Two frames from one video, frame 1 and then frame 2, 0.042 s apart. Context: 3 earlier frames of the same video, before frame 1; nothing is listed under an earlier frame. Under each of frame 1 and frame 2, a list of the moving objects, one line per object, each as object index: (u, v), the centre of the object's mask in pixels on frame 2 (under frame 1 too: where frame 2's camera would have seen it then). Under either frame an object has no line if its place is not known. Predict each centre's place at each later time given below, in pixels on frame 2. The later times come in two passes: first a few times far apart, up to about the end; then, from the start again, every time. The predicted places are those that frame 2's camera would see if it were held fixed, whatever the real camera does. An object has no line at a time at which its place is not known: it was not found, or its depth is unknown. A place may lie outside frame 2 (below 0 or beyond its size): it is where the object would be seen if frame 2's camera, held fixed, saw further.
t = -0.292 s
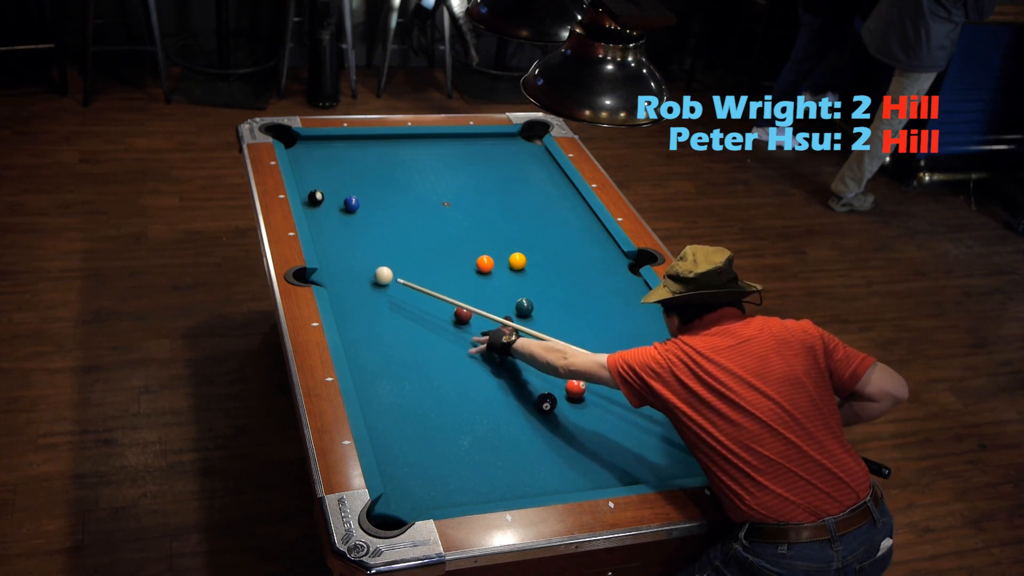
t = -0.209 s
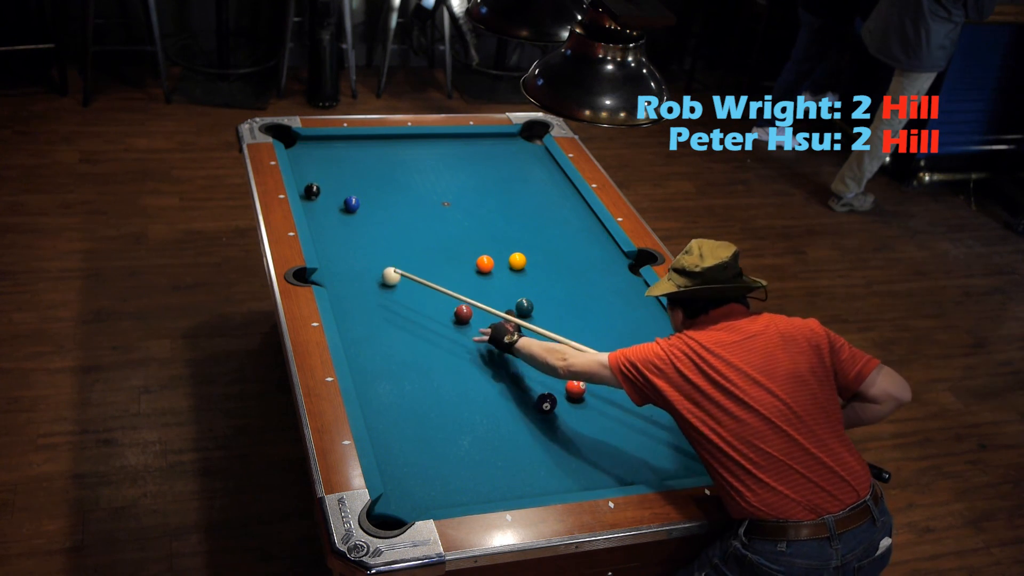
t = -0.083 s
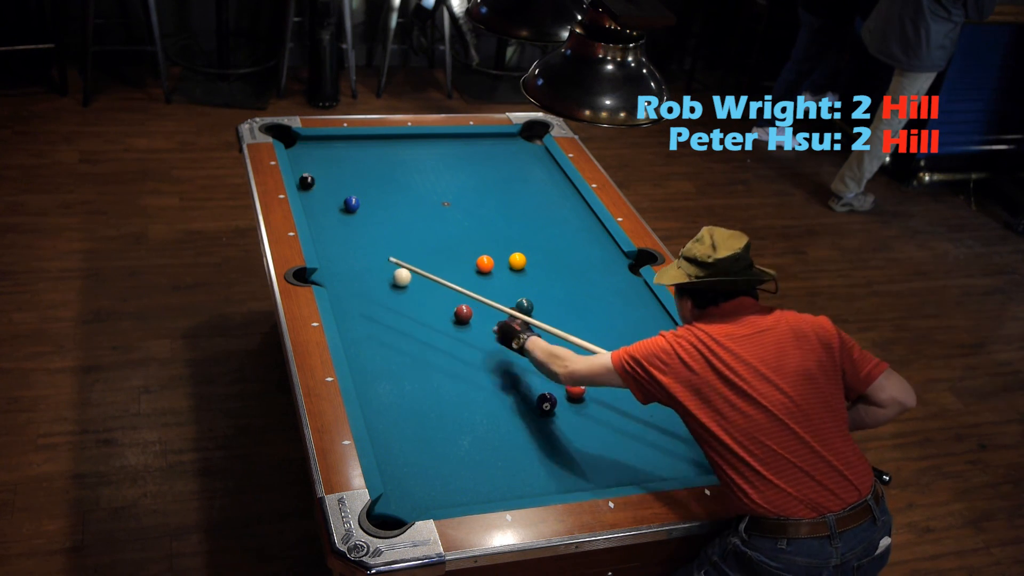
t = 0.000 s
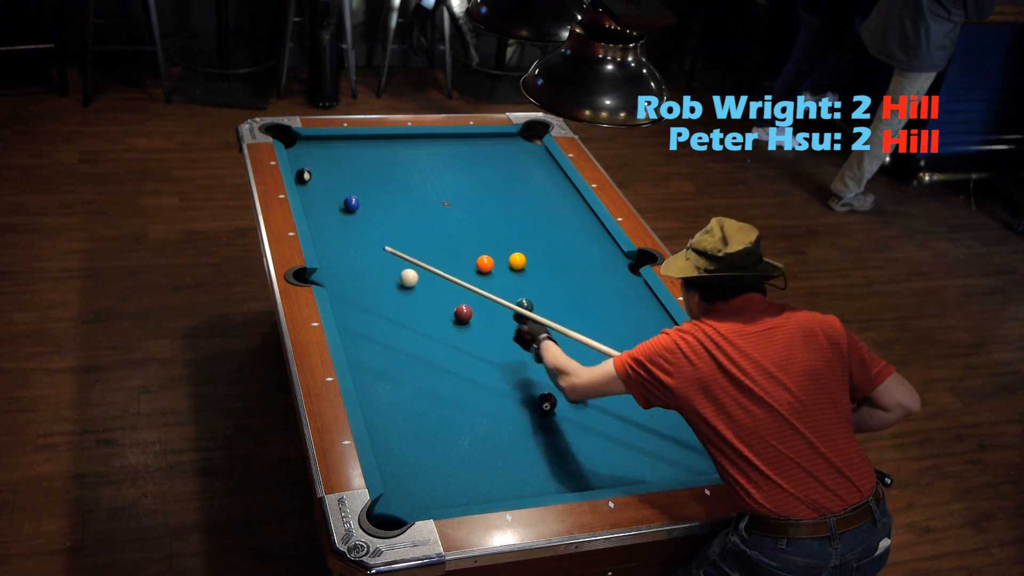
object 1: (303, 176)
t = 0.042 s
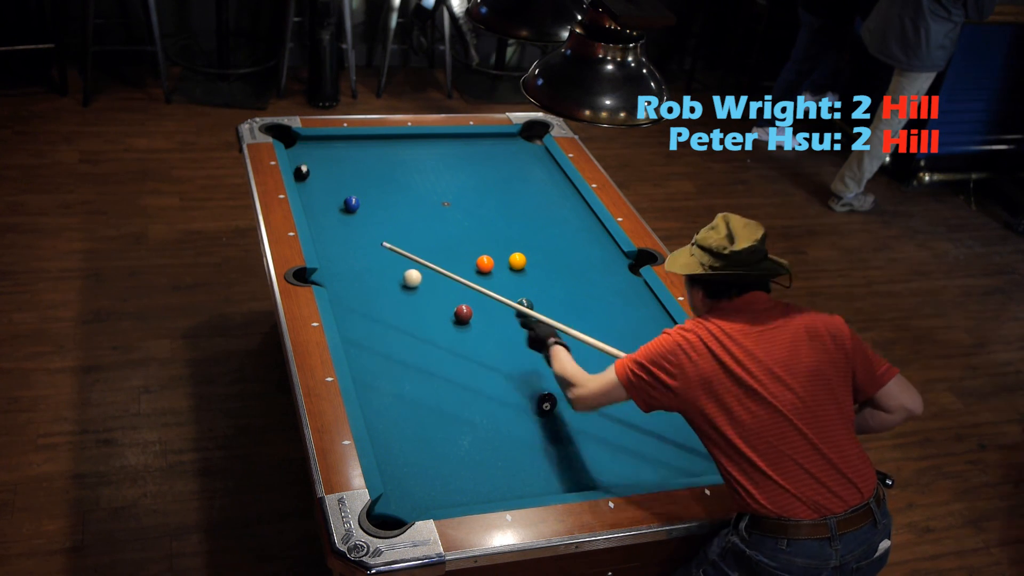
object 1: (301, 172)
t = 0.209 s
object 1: (296, 161)
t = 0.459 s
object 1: (293, 146)
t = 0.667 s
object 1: (290, 139)
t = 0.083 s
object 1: (300, 169)
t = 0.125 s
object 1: (298, 167)
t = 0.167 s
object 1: (297, 164)
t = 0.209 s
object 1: (296, 161)
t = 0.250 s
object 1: (295, 158)
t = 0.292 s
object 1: (295, 156)
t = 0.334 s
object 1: (294, 153)
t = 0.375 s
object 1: (294, 151)
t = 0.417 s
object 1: (294, 149)
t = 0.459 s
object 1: (293, 146)
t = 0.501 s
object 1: (292, 144)
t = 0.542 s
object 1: (292, 141)
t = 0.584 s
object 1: (292, 140)
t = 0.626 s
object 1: (292, 138)
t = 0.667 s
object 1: (290, 139)
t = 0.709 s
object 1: (288, 141)
